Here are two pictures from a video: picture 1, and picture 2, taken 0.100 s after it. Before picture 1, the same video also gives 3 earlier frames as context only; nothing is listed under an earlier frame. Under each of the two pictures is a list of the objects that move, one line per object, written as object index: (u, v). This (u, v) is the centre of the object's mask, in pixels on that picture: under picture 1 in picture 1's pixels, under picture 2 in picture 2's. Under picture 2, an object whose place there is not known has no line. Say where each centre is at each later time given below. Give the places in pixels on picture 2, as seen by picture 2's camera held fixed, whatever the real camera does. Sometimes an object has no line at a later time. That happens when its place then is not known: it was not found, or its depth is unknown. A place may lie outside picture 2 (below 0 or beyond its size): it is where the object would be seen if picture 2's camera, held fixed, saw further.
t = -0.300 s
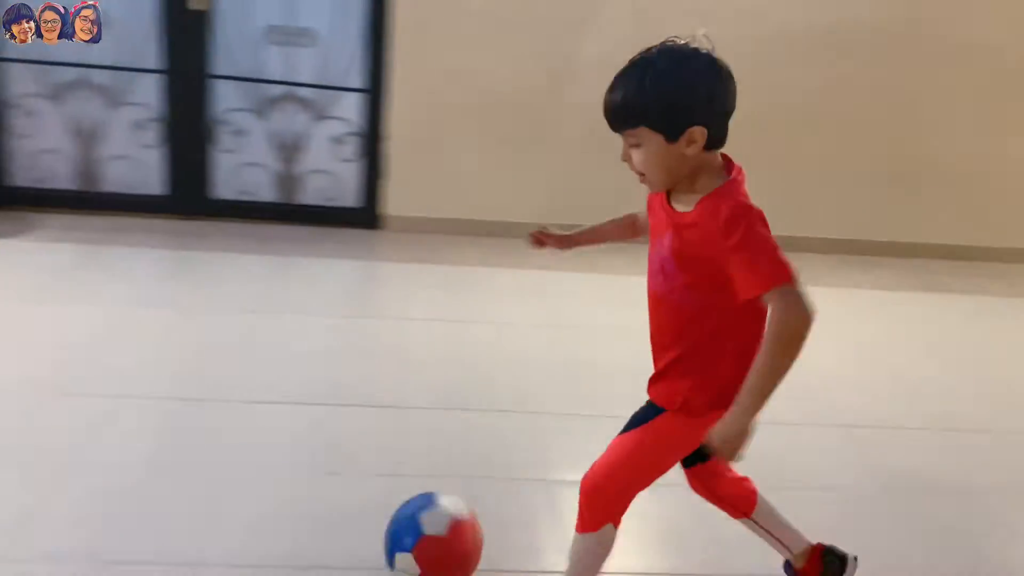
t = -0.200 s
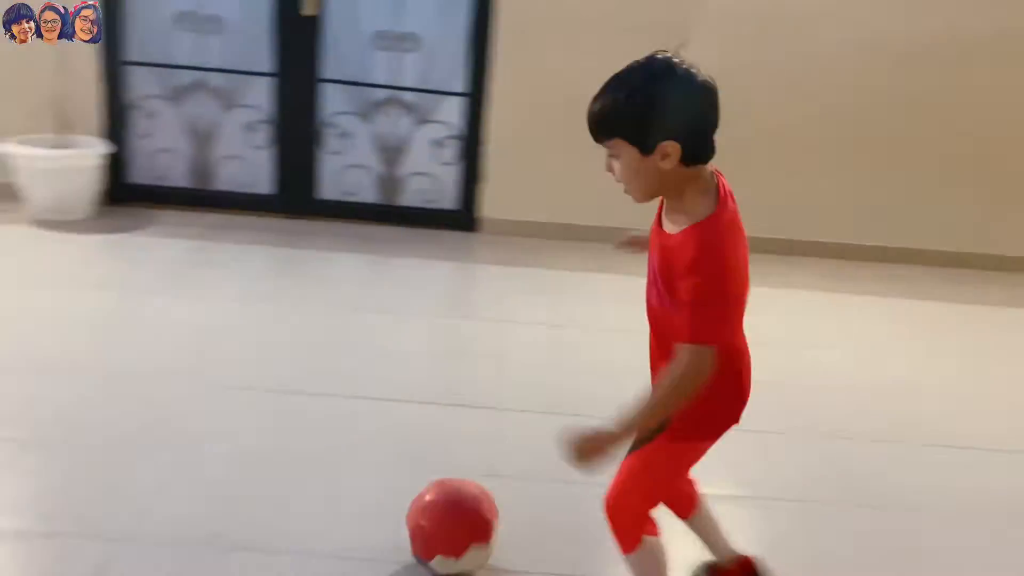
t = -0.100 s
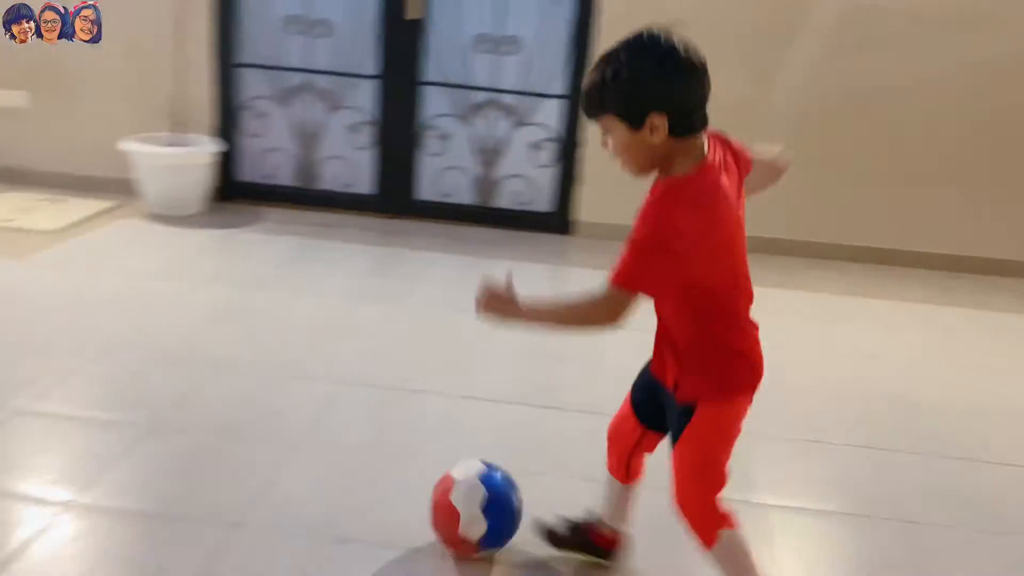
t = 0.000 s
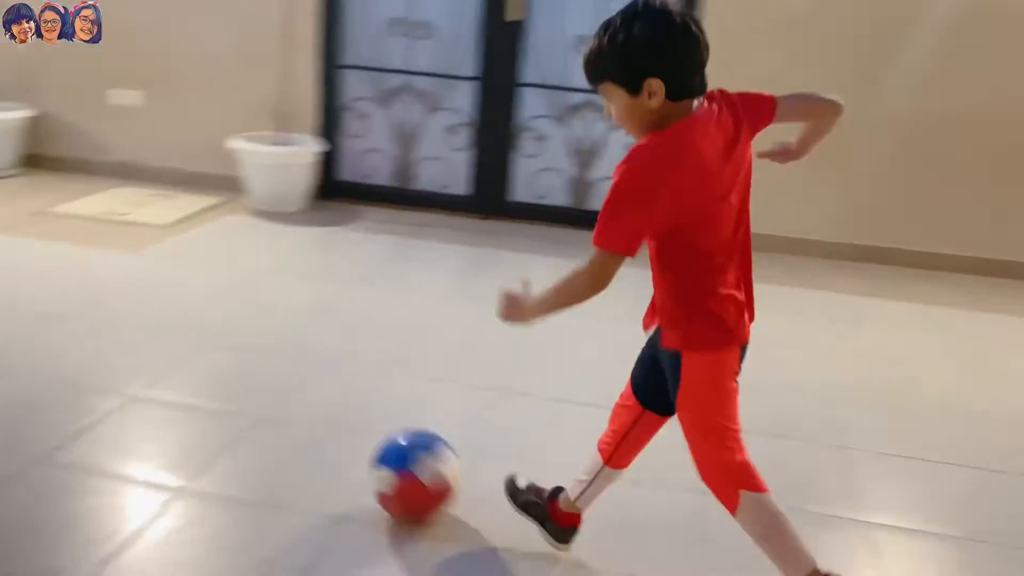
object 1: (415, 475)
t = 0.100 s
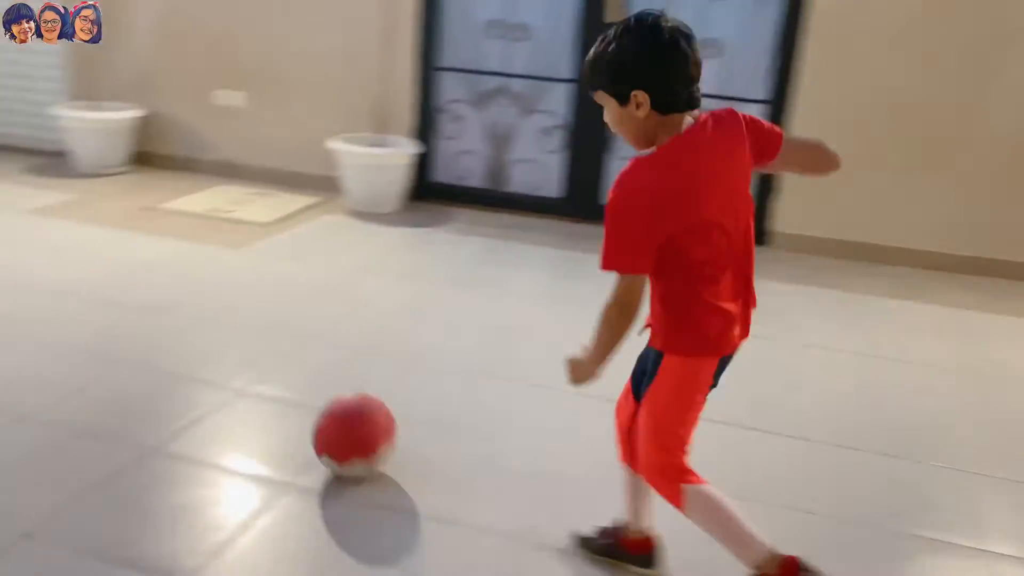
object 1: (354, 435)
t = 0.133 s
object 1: (309, 422)
